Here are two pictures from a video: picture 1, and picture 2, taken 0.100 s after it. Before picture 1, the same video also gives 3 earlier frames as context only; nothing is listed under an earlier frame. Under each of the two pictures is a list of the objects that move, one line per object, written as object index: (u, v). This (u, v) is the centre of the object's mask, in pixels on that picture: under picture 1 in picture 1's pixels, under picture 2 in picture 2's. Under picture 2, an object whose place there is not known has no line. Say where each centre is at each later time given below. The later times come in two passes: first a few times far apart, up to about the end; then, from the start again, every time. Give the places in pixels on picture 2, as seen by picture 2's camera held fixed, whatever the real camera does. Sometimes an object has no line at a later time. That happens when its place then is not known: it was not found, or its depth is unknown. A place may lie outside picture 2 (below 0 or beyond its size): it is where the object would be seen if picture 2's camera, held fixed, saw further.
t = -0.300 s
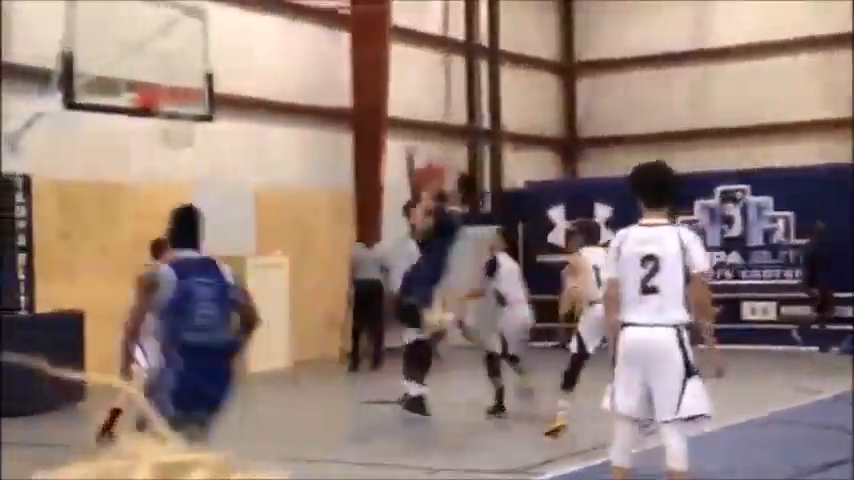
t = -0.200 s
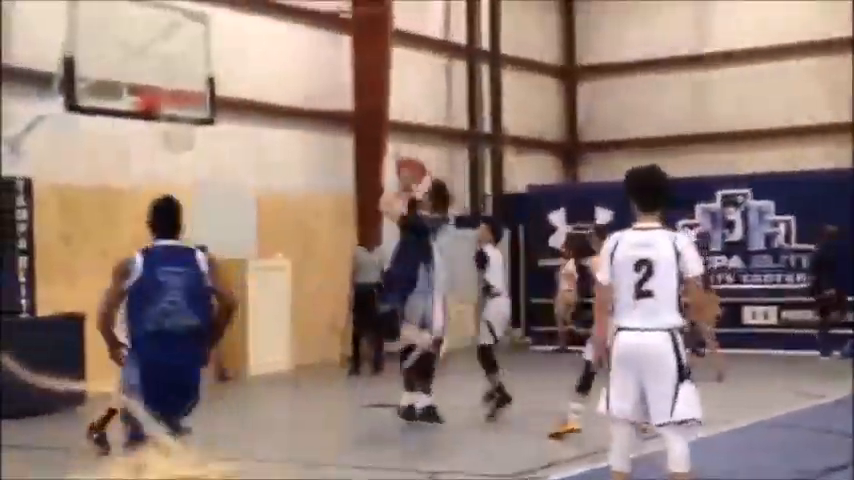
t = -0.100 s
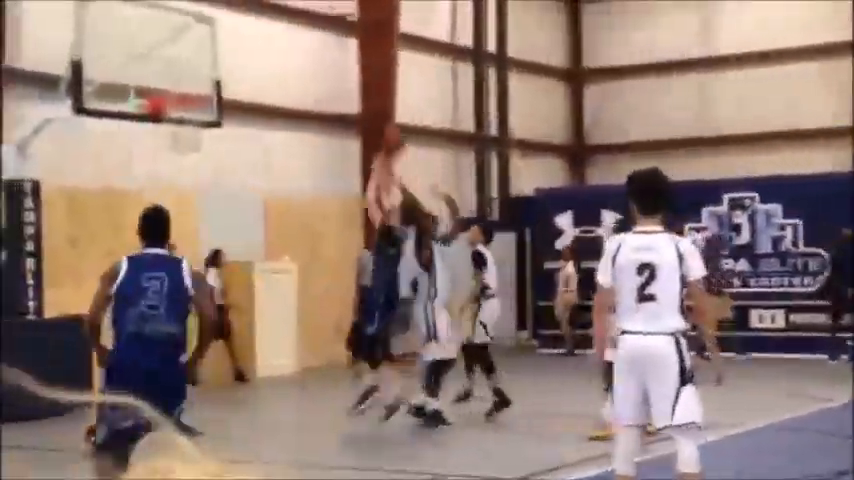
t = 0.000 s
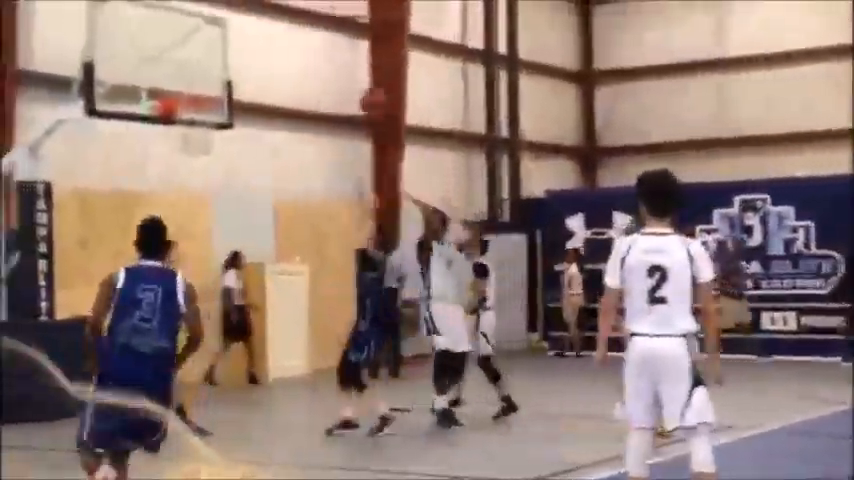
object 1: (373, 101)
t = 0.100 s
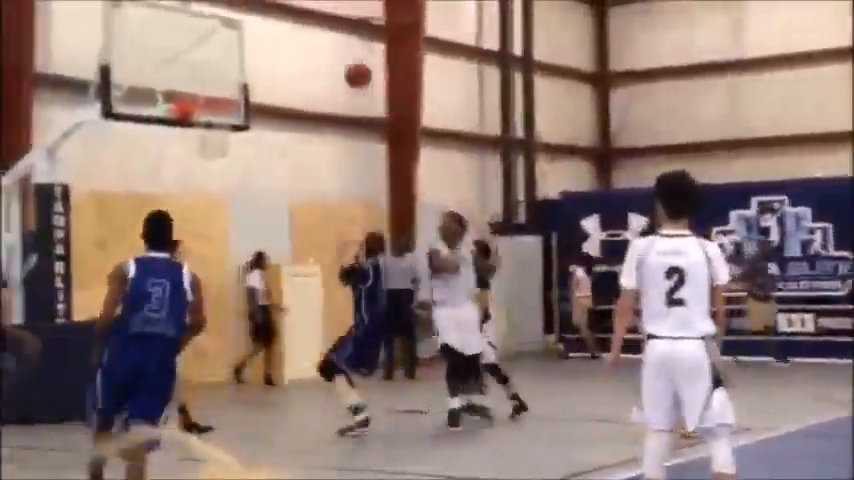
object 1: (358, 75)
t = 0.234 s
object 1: (319, 54)
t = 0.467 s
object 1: (259, 63)
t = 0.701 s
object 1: (218, 105)
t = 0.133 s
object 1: (347, 68)
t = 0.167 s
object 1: (338, 62)
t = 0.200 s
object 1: (328, 58)
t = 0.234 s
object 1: (319, 54)
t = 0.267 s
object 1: (311, 52)
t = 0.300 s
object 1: (301, 51)
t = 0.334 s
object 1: (292, 51)
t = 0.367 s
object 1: (284, 52)
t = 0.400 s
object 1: (275, 55)
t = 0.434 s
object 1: (267, 58)
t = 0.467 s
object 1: (259, 63)
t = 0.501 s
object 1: (250, 69)
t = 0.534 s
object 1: (242, 76)
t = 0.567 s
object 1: (234, 84)
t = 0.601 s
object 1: (224, 92)
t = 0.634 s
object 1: (220, 96)
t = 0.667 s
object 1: (217, 104)
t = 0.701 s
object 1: (218, 105)
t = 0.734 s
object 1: (217, 104)
